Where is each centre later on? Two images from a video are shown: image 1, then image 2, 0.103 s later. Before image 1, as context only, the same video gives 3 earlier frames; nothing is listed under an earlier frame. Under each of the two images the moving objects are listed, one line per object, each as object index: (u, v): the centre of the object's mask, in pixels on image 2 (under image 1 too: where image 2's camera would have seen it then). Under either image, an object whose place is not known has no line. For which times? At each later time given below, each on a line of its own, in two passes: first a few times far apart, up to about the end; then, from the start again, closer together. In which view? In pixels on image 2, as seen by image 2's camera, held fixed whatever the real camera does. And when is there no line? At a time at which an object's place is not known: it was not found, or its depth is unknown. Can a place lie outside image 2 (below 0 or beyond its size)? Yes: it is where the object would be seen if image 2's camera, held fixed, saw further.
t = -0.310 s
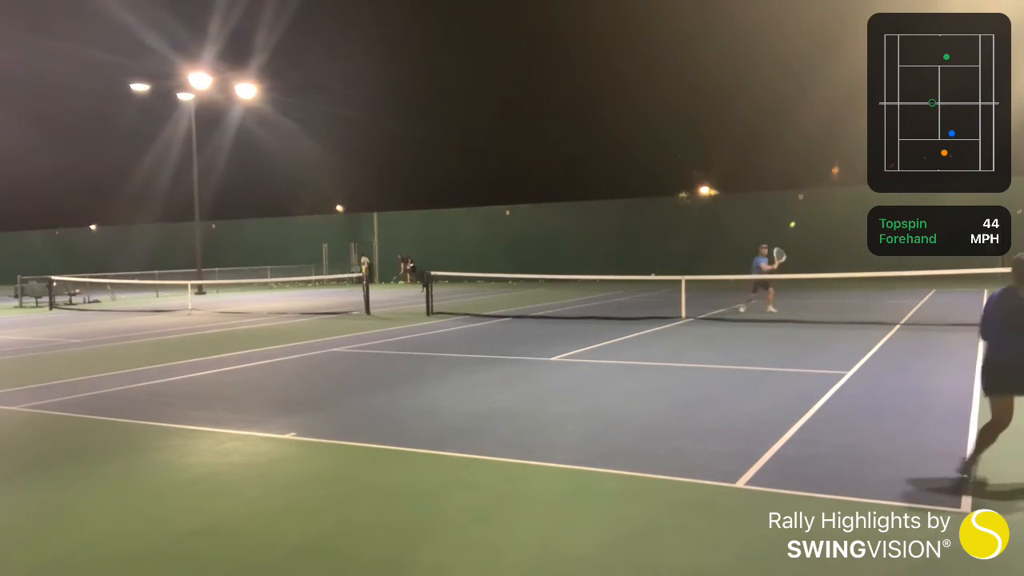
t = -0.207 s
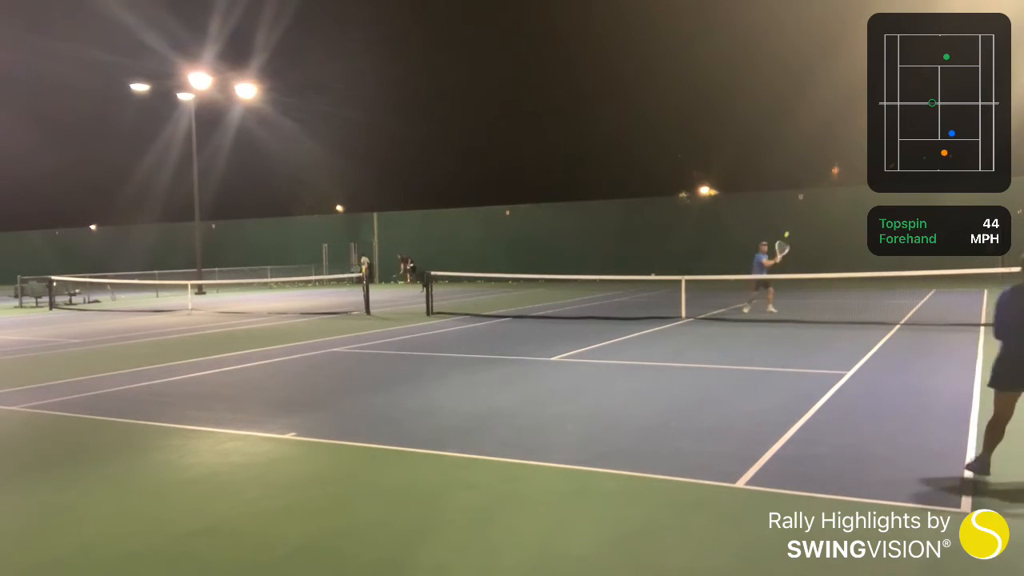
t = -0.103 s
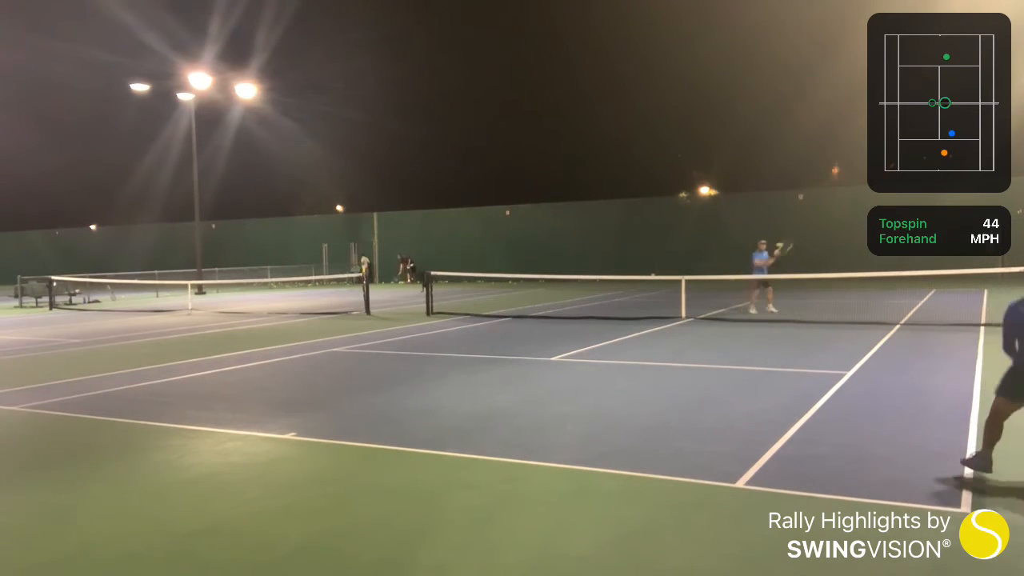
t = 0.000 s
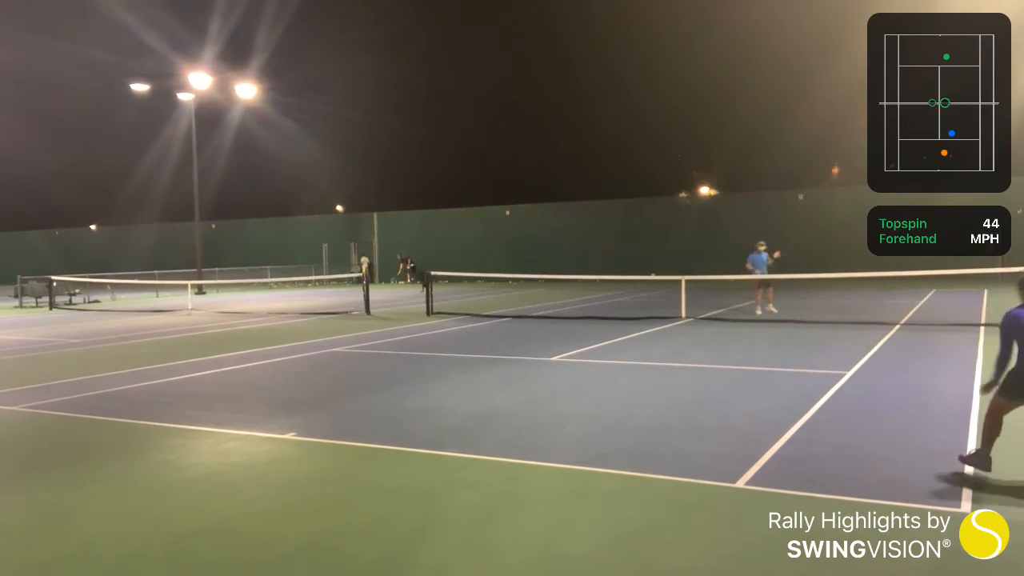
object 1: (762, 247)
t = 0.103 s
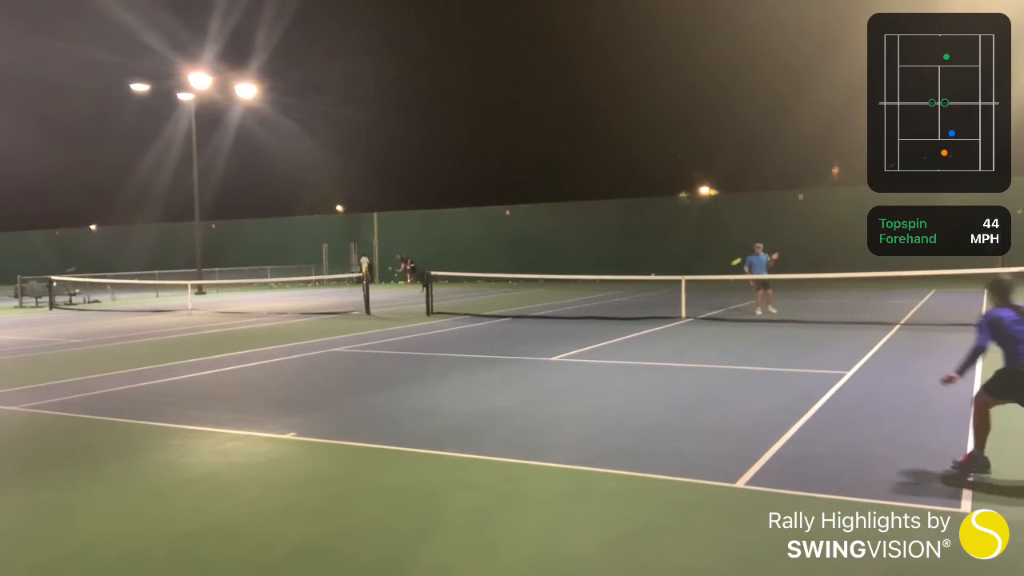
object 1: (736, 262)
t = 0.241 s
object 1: (704, 288)
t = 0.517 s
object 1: (619, 365)
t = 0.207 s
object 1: (711, 281)
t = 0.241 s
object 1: (704, 288)
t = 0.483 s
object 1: (628, 372)
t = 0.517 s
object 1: (619, 365)
